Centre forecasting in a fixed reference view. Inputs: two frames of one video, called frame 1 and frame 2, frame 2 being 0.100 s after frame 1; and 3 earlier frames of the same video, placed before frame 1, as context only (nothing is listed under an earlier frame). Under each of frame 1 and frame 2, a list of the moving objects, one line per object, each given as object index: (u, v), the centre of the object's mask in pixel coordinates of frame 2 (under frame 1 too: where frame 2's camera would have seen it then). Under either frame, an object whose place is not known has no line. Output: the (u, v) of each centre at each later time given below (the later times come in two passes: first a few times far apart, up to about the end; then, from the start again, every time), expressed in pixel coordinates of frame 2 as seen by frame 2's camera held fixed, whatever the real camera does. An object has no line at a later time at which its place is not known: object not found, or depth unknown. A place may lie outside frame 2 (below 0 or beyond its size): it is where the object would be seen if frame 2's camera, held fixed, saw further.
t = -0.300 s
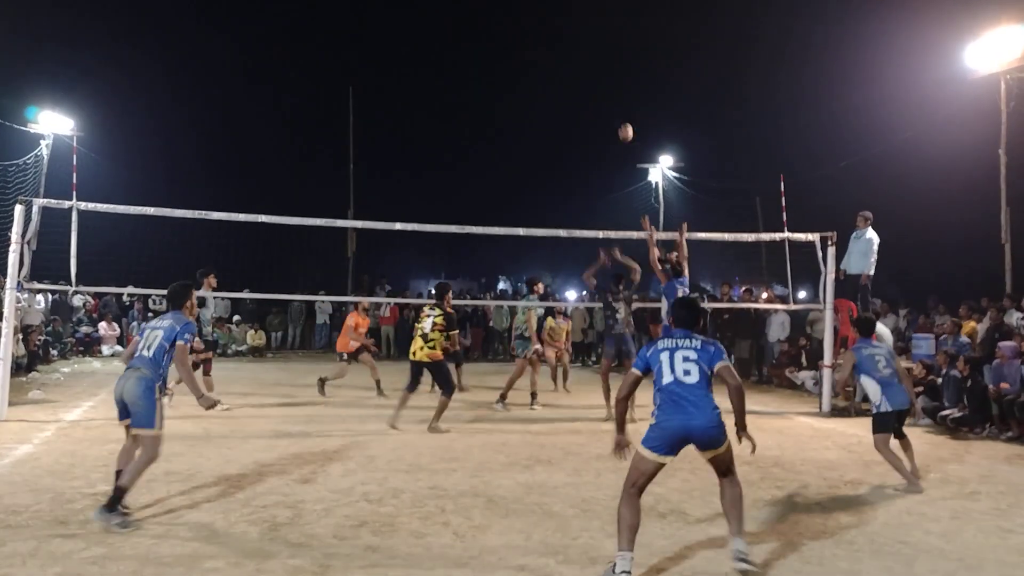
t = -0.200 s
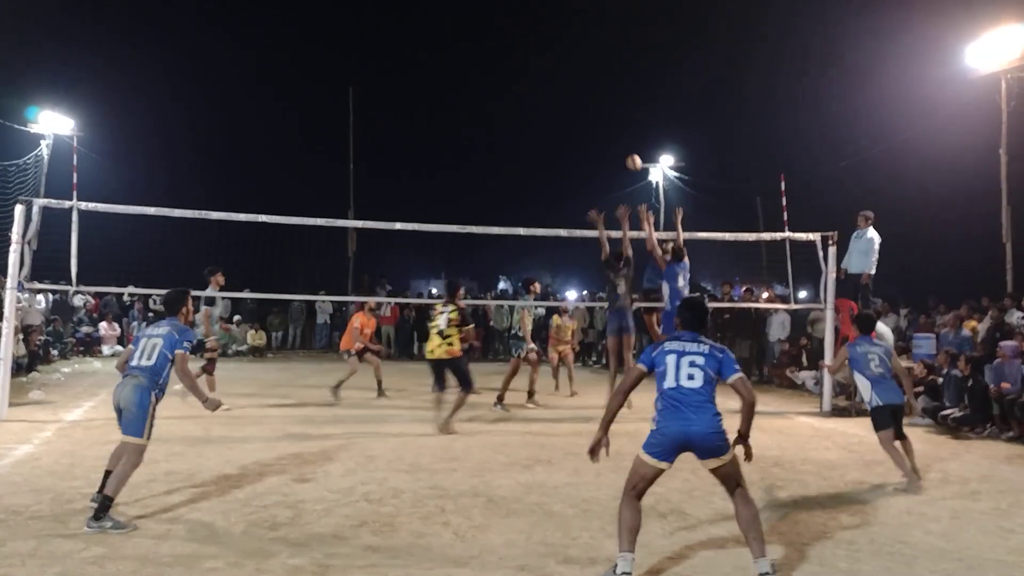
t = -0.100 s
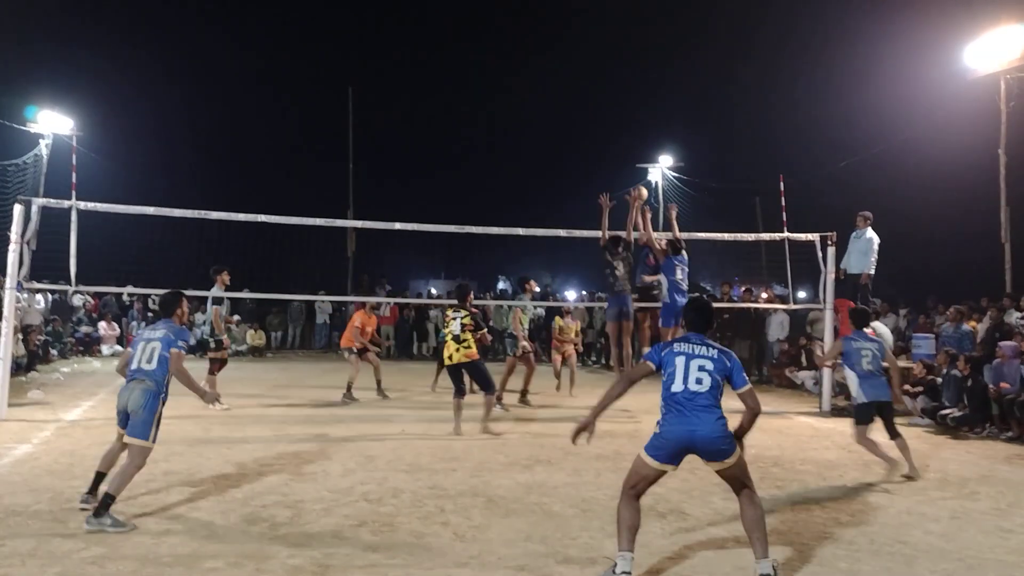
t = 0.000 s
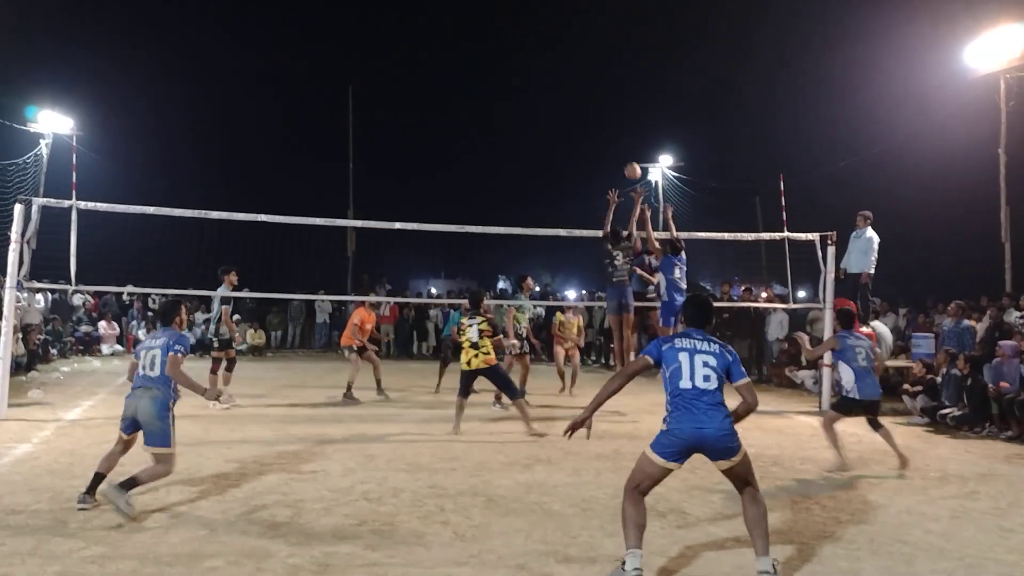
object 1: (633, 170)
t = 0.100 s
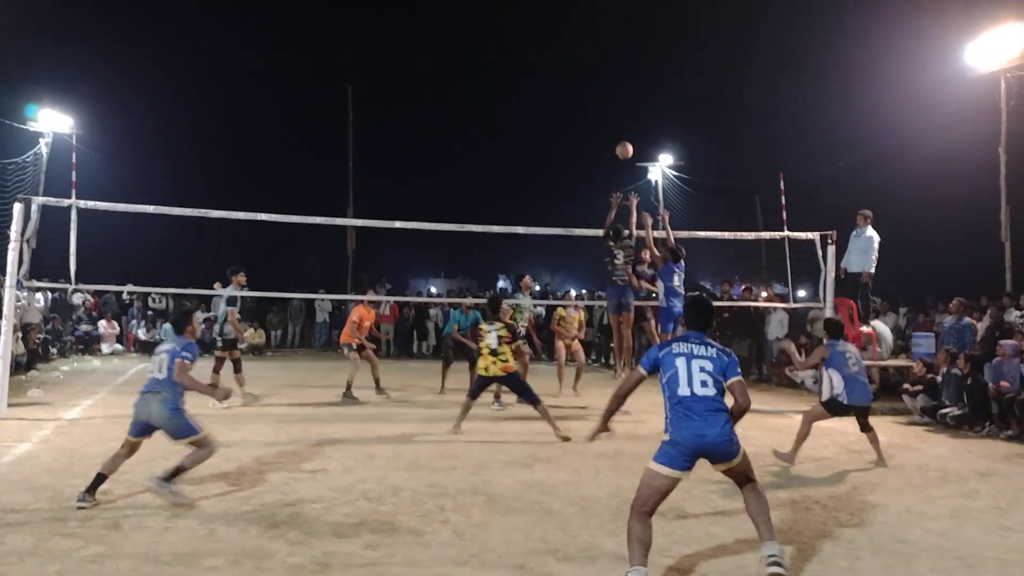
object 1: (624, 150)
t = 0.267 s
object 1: (607, 128)
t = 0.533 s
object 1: (572, 137)
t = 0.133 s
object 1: (621, 145)
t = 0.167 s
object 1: (617, 140)
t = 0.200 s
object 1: (614, 135)
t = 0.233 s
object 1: (611, 132)
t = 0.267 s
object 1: (607, 128)
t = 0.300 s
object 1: (603, 126)
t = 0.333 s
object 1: (600, 125)
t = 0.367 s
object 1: (595, 124)
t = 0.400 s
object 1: (591, 125)
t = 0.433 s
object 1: (586, 126)
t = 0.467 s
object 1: (581, 128)
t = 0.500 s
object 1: (577, 132)
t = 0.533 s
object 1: (572, 137)
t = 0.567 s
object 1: (567, 143)
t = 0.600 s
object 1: (561, 152)
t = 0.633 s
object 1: (555, 161)
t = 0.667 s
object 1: (548, 173)
